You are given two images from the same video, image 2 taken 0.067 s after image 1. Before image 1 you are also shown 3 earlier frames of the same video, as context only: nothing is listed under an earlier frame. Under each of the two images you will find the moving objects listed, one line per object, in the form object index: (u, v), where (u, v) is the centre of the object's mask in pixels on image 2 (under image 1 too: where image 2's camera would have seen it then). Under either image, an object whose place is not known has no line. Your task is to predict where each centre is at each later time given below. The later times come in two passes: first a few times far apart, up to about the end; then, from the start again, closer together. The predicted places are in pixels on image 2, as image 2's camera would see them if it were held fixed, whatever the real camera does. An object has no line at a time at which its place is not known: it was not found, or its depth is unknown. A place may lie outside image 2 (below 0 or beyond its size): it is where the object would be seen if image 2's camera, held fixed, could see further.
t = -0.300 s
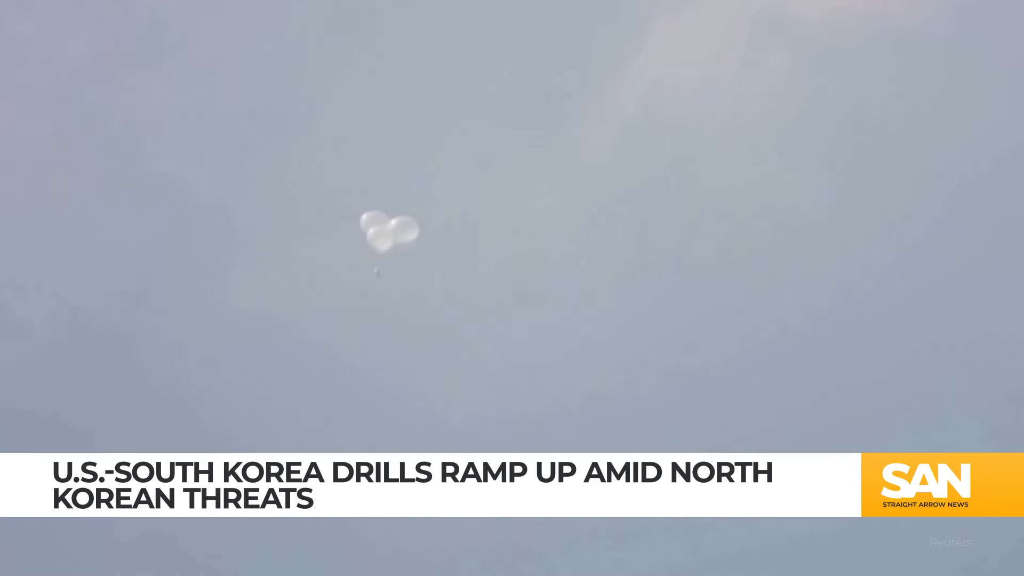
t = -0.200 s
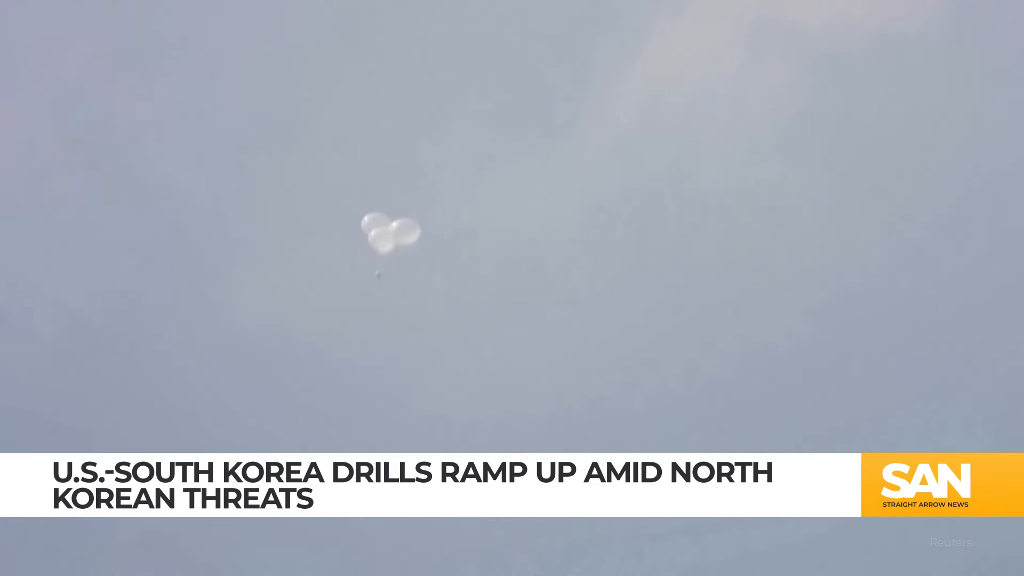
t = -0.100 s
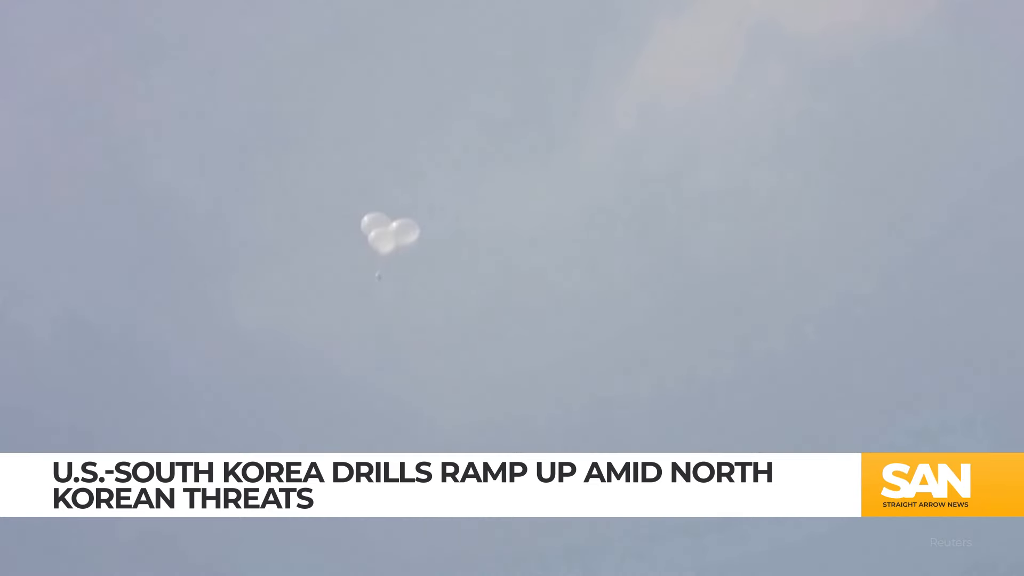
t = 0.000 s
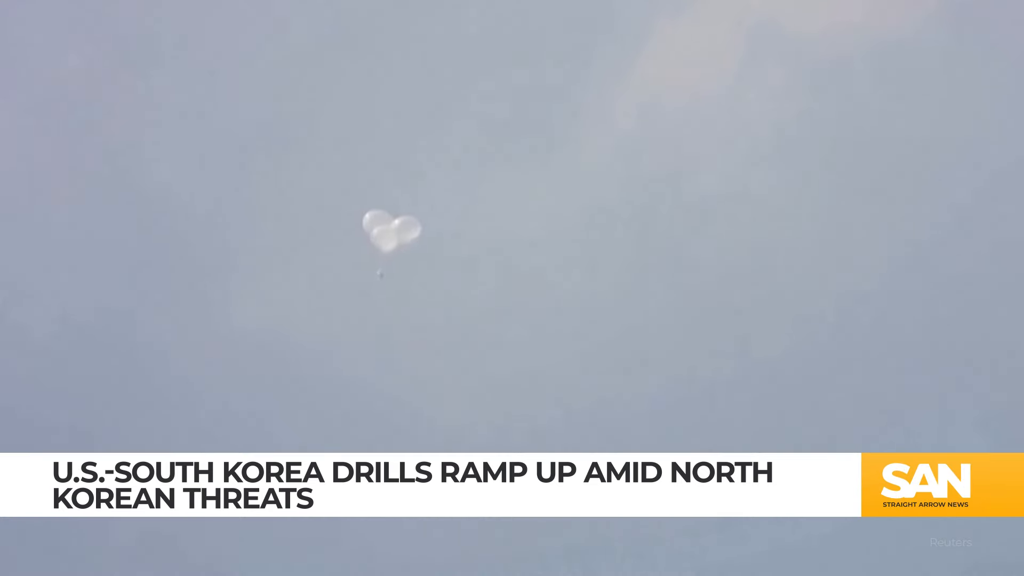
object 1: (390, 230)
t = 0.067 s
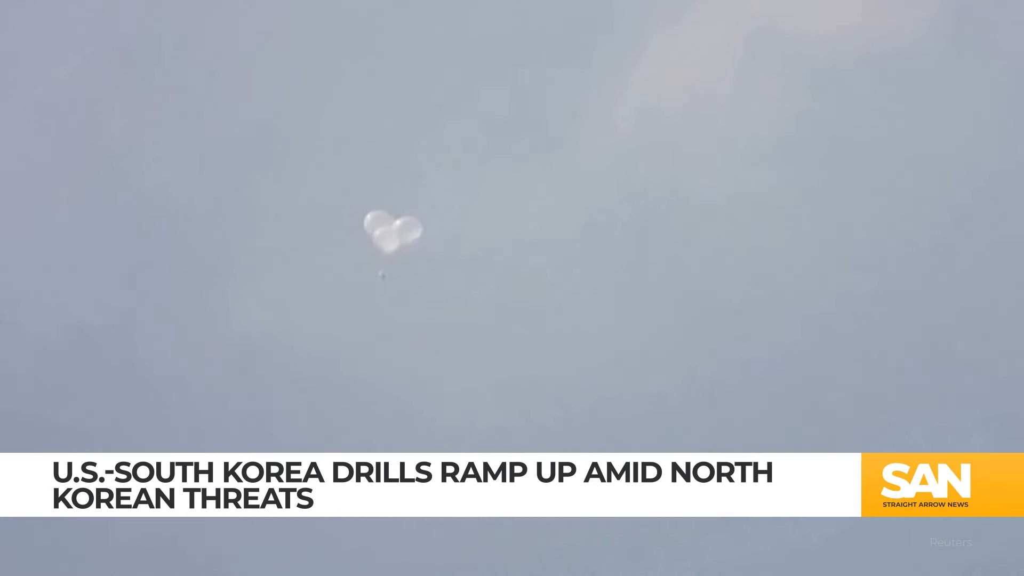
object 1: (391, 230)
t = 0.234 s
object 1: (393, 235)
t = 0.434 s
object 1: (396, 244)
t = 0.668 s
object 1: (394, 248)
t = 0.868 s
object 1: (394, 247)
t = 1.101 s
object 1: (393, 249)
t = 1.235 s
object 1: (391, 252)
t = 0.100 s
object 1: (392, 231)
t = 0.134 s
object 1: (391, 233)
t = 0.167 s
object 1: (392, 234)
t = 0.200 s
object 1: (392, 235)
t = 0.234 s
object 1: (393, 235)
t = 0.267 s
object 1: (394, 236)
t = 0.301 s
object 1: (394, 238)
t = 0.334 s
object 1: (394, 239)
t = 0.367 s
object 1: (394, 241)
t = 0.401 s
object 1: (394, 243)
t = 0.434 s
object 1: (396, 244)
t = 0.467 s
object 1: (397, 243)
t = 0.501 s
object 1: (397, 243)
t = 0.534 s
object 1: (396, 244)
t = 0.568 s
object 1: (395, 246)
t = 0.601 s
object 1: (394, 247)
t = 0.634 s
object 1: (394, 248)
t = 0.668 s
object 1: (394, 248)
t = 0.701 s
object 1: (394, 248)
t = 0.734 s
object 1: (394, 248)
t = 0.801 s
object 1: (394, 247)
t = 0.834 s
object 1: (394, 247)
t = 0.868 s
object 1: (394, 247)
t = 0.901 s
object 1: (393, 248)
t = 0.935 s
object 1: (393, 249)
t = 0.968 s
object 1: (393, 248)
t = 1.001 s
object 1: (392, 248)
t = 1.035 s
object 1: (393, 249)
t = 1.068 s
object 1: (393, 249)
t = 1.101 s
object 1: (393, 249)
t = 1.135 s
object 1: (393, 251)
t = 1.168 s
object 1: (392, 252)
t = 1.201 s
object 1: (391, 252)
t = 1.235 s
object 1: (391, 252)
